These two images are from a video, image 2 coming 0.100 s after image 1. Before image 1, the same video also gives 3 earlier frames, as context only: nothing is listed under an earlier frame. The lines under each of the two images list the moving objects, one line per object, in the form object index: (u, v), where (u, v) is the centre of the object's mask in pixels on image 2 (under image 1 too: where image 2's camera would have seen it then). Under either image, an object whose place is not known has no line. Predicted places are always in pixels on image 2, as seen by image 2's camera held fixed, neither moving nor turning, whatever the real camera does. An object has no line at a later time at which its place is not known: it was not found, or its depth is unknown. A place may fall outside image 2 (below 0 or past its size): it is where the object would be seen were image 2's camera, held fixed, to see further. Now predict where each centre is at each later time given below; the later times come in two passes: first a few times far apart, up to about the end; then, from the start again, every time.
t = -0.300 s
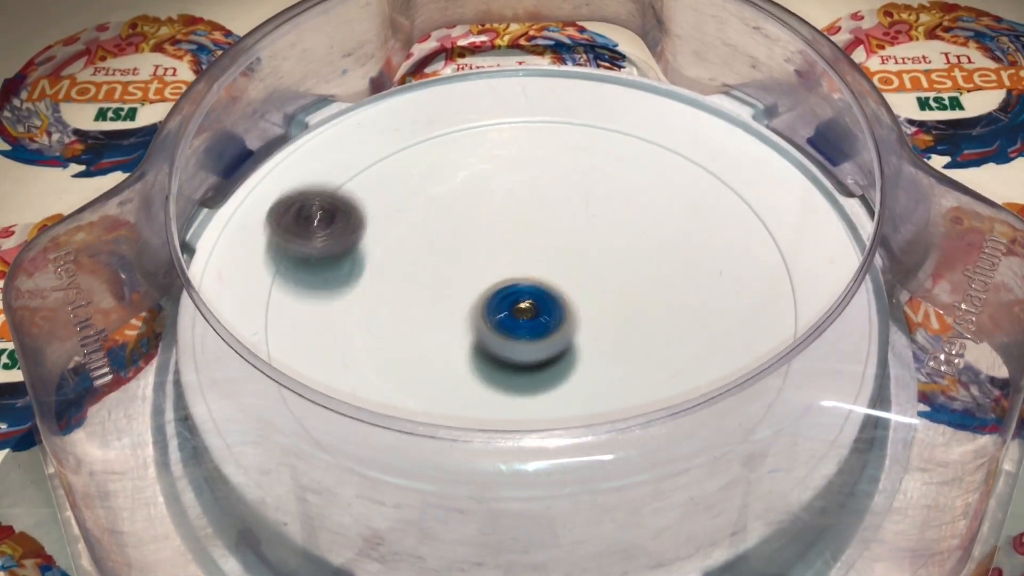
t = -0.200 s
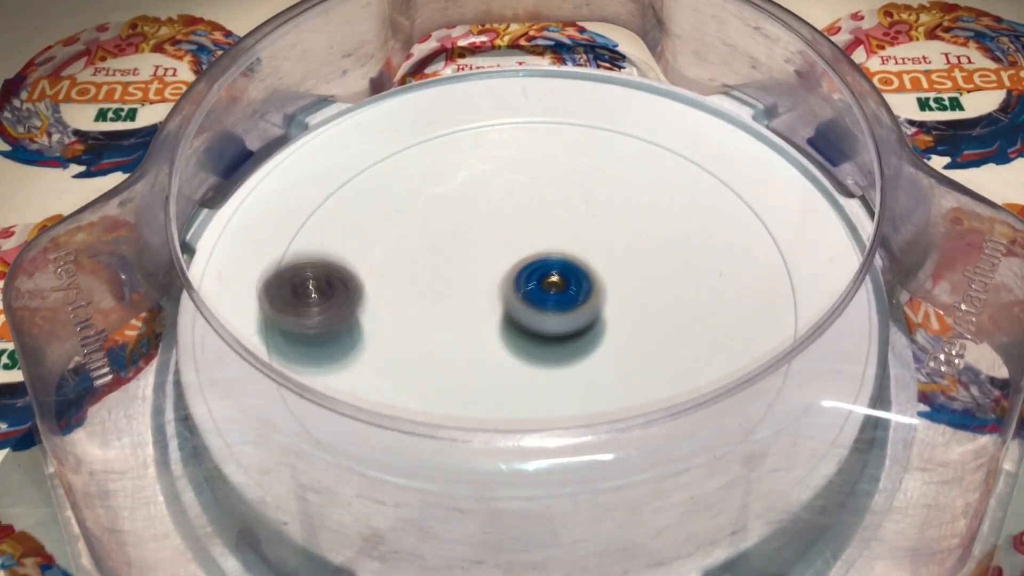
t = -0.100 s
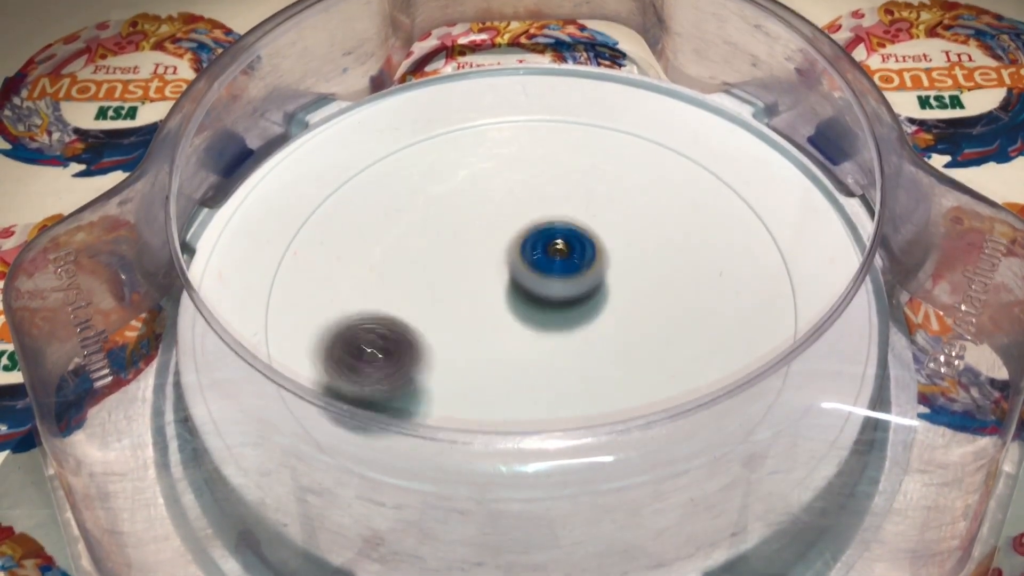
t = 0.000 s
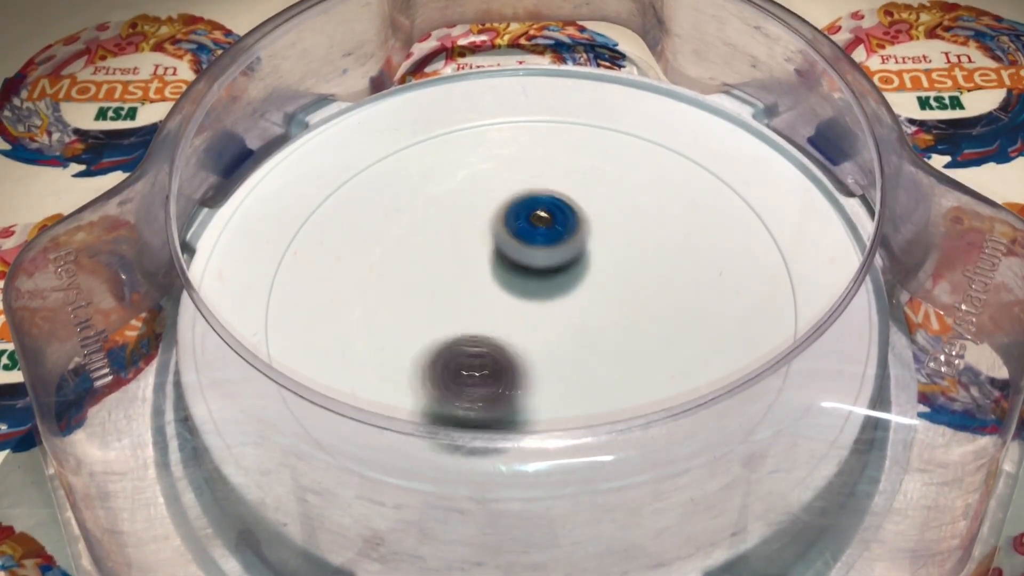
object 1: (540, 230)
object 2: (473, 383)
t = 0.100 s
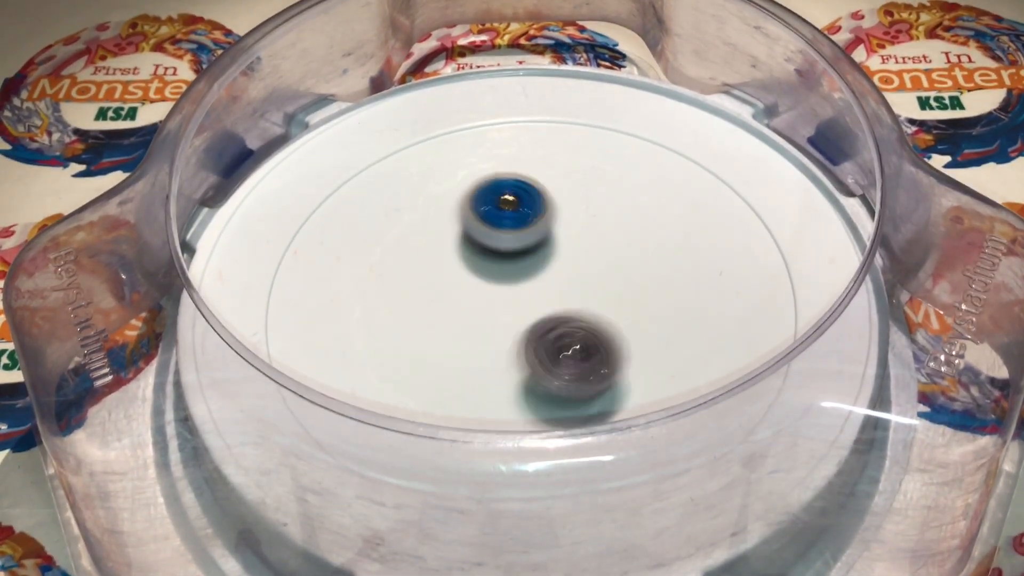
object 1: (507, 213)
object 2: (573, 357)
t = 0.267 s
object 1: (440, 226)
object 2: (639, 266)
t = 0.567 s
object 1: (487, 317)
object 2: (507, 157)
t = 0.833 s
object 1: (606, 274)
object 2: (387, 274)
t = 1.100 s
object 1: (558, 202)
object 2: (577, 380)
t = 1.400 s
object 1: (477, 271)
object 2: (661, 238)
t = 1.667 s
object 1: (559, 332)
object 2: (476, 198)
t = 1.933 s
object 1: (622, 276)
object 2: (412, 345)
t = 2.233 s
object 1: (521, 268)
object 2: (616, 373)
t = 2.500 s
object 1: (502, 337)
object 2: (615, 242)
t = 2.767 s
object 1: (578, 329)
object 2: (416, 258)
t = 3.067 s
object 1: (517, 283)
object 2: (459, 394)
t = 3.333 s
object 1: (462, 312)
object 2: (645, 301)
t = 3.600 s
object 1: (504, 317)
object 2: (538, 185)
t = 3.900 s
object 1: (508, 287)
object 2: (394, 266)
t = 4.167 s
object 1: (520, 267)
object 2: (497, 355)
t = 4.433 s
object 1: (514, 235)
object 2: (616, 274)
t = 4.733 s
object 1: (451, 252)
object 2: (551, 236)
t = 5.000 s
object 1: (456, 312)
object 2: (607, 283)
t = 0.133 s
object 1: (493, 211)
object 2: (595, 342)
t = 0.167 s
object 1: (479, 212)
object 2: (613, 327)
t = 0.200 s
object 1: (465, 215)
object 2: (627, 310)
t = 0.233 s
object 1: (452, 219)
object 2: (636, 289)
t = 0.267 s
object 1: (440, 226)
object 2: (639, 266)
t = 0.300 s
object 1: (432, 235)
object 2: (639, 250)
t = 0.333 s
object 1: (426, 245)
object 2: (635, 232)
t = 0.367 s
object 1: (423, 257)
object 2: (626, 213)
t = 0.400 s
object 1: (425, 270)
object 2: (614, 196)
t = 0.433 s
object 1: (431, 283)
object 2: (597, 181)
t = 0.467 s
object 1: (441, 294)
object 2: (577, 168)
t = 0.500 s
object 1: (454, 304)
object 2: (555, 159)
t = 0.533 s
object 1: (469, 312)
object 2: (533, 155)
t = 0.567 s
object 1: (487, 317)
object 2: (507, 157)
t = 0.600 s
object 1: (506, 319)
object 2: (481, 161)
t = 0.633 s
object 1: (524, 319)
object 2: (456, 166)
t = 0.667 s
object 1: (543, 317)
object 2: (435, 178)
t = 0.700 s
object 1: (561, 311)
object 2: (419, 189)
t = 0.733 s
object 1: (576, 305)
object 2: (403, 208)
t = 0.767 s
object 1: (589, 296)
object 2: (392, 227)
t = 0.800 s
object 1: (599, 286)
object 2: (386, 249)
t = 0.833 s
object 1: (606, 274)
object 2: (387, 274)
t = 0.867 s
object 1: (609, 263)
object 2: (397, 299)
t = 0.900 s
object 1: (610, 251)
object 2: (415, 324)
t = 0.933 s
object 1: (608, 240)
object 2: (437, 347)
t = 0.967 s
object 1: (603, 229)
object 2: (462, 363)
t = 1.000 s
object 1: (596, 219)
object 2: (491, 375)
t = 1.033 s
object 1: (585, 211)
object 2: (518, 382)
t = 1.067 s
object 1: (572, 206)
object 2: (548, 384)
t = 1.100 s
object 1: (558, 202)
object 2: (577, 380)
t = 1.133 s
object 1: (543, 202)
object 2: (603, 368)
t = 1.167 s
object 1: (528, 205)
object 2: (625, 358)
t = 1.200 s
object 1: (515, 208)
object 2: (641, 344)
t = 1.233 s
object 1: (502, 216)
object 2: (656, 326)
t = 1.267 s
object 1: (492, 225)
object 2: (663, 308)
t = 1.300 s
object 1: (484, 235)
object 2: (669, 292)
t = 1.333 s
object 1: (478, 246)
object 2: (671, 273)
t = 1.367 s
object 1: (476, 259)
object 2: (669, 256)
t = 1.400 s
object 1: (477, 271)
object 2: (661, 238)
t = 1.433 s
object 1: (480, 284)
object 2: (649, 223)
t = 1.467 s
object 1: (486, 295)
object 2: (630, 208)
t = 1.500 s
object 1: (495, 306)
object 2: (611, 197)
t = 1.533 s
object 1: (505, 314)
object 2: (587, 189)
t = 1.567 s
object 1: (517, 322)
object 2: (561, 185)
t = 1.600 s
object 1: (531, 327)
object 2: (532, 185)
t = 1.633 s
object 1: (545, 331)
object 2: (503, 190)
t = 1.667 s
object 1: (559, 332)
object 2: (476, 198)
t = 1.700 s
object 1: (574, 331)
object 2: (451, 212)
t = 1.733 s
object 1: (588, 328)
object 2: (429, 229)
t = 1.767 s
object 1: (601, 322)
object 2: (413, 246)
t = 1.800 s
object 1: (612, 314)
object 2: (403, 261)
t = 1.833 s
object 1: (620, 306)
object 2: (398, 284)
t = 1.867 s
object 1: (624, 295)
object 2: (397, 306)
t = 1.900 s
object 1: (625, 286)
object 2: (403, 327)
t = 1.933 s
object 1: (622, 276)
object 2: (412, 345)
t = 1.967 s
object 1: (616, 267)
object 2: (428, 361)
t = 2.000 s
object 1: (606, 260)
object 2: (446, 374)
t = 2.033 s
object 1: (595, 254)
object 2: (471, 383)
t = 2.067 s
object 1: (582, 251)
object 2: (497, 389)
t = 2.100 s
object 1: (569, 250)
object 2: (523, 391)
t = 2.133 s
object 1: (556, 252)
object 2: (549, 391)
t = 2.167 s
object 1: (543, 256)
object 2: (575, 387)
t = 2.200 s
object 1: (532, 262)
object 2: (597, 382)
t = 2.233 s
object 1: (521, 268)
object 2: (616, 373)
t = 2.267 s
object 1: (511, 275)
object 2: (633, 361)
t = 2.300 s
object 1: (503, 284)
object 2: (649, 345)
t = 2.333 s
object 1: (497, 292)
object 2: (660, 325)
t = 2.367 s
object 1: (493, 302)
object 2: (665, 308)
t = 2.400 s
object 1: (492, 311)
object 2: (661, 288)
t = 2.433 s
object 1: (493, 321)
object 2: (652, 270)
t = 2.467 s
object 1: (496, 329)
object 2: (635, 254)
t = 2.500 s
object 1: (502, 337)
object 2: (615, 242)
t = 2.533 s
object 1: (509, 343)
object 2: (591, 233)
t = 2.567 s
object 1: (520, 348)
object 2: (565, 228)
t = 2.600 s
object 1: (530, 350)
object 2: (537, 225)
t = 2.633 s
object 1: (543, 350)
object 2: (509, 227)
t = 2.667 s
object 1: (555, 347)
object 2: (483, 230)
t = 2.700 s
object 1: (565, 343)
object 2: (458, 236)
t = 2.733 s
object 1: (573, 336)
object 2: (435, 246)
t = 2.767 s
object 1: (578, 329)
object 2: (416, 258)
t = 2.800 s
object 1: (579, 320)
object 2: (401, 270)
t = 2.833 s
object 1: (578, 311)
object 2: (391, 283)
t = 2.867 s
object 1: (573, 304)
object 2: (384, 300)
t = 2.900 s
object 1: (567, 297)
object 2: (382, 317)
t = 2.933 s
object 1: (559, 292)
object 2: (385, 336)
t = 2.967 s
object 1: (549, 290)
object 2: (394, 355)
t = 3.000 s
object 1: (539, 285)
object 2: (410, 373)
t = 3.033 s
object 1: (527, 284)
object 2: (433, 385)
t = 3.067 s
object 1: (517, 283)
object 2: (459, 394)
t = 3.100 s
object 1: (506, 282)
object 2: (492, 397)
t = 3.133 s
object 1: (496, 282)
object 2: (527, 398)
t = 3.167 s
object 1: (487, 286)
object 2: (559, 394)
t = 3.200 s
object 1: (477, 289)
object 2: (590, 386)
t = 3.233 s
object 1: (471, 294)
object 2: (615, 372)
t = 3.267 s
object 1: (466, 299)
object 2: (632, 349)
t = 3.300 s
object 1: (462, 305)
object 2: (643, 325)
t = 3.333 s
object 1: (462, 312)
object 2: (645, 301)
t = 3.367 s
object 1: (465, 318)
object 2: (641, 278)
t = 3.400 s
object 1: (471, 322)
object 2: (633, 257)
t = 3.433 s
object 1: (478, 325)
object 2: (620, 236)
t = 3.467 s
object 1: (484, 326)
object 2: (605, 219)
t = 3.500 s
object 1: (490, 324)
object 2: (589, 205)
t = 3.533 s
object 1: (496, 322)
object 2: (573, 196)
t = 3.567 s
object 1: (500, 320)
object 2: (555, 189)
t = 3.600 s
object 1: (504, 317)
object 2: (538, 185)
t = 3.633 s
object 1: (506, 315)
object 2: (521, 187)
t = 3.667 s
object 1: (508, 312)
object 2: (501, 191)
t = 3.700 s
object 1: (509, 310)
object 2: (480, 196)
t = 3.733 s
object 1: (510, 307)
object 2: (457, 203)
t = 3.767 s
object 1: (510, 304)
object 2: (436, 211)
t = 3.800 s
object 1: (508, 302)
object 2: (418, 223)
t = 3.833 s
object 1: (507, 297)
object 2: (406, 235)
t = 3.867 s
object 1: (508, 292)
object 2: (399, 249)
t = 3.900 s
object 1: (508, 287)
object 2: (394, 266)
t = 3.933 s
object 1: (507, 284)
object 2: (393, 286)
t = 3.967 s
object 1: (505, 282)
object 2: (398, 302)
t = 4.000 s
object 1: (508, 279)
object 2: (405, 318)
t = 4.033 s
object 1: (511, 275)
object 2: (413, 332)
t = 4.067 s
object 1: (514, 272)
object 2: (427, 344)
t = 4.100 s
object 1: (516, 272)
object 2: (446, 353)
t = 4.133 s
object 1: (518, 270)
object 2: (472, 357)
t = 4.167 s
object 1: (520, 267)
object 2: (497, 355)
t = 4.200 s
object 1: (521, 264)
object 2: (522, 350)
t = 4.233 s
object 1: (522, 262)
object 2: (547, 341)
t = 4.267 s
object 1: (523, 255)
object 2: (566, 335)
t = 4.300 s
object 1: (525, 250)
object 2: (582, 325)
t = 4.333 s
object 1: (525, 246)
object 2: (594, 313)
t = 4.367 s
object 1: (525, 244)
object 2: (602, 297)
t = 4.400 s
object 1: (521, 240)
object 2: (610, 285)
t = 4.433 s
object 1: (514, 235)
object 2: (616, 274)
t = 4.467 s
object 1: (508, 229)
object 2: (617, 264)
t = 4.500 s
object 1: (500, 227)
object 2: (613, 253)
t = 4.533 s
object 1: (491, 227)
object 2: (606, 243)
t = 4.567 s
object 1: (482, 228)
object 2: (594, 234)
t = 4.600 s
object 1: (473, 232)
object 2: (578, 230)
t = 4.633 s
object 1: (463, 237)
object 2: (566, 226)
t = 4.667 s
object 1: (456, 242)
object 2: (559, 228)
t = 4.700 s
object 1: (452, 247)
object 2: (554, 231)
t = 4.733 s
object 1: (451, 252)
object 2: (551, 236)
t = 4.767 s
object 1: (446, 258)
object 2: (558, 241)
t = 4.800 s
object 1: (440, 265)
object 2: (568, 245)
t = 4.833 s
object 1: (440, 271)
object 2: (575, 251)
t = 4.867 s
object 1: (443, 281)
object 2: (580, 256)
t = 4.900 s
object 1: (449, 291)
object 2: (581, 263)
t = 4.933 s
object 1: (459, 302)
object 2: (580, 272)
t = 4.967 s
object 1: (473, 311)
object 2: (577, 280)
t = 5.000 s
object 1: (456, 312)
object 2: (607, 283)
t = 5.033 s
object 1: (425, 304)
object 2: (652, 280)
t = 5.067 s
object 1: (397, 302)
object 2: (690, 275)
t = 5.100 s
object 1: (375, 306)
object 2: (719, 269)
